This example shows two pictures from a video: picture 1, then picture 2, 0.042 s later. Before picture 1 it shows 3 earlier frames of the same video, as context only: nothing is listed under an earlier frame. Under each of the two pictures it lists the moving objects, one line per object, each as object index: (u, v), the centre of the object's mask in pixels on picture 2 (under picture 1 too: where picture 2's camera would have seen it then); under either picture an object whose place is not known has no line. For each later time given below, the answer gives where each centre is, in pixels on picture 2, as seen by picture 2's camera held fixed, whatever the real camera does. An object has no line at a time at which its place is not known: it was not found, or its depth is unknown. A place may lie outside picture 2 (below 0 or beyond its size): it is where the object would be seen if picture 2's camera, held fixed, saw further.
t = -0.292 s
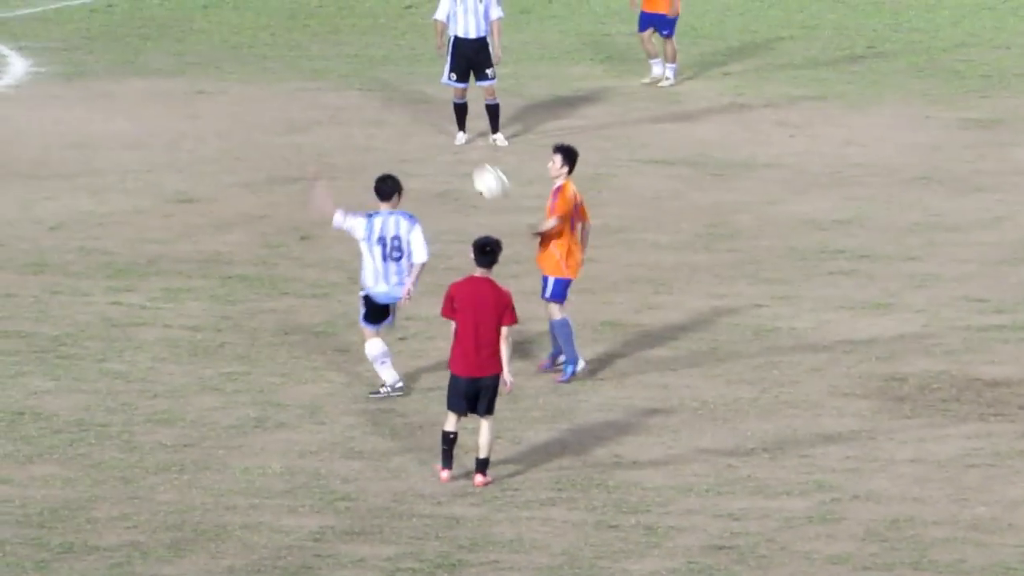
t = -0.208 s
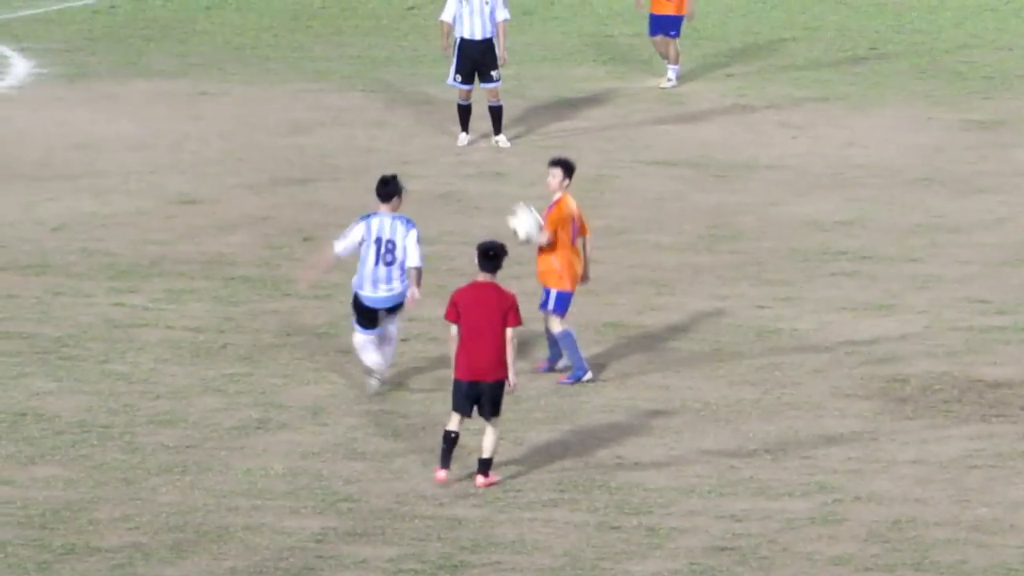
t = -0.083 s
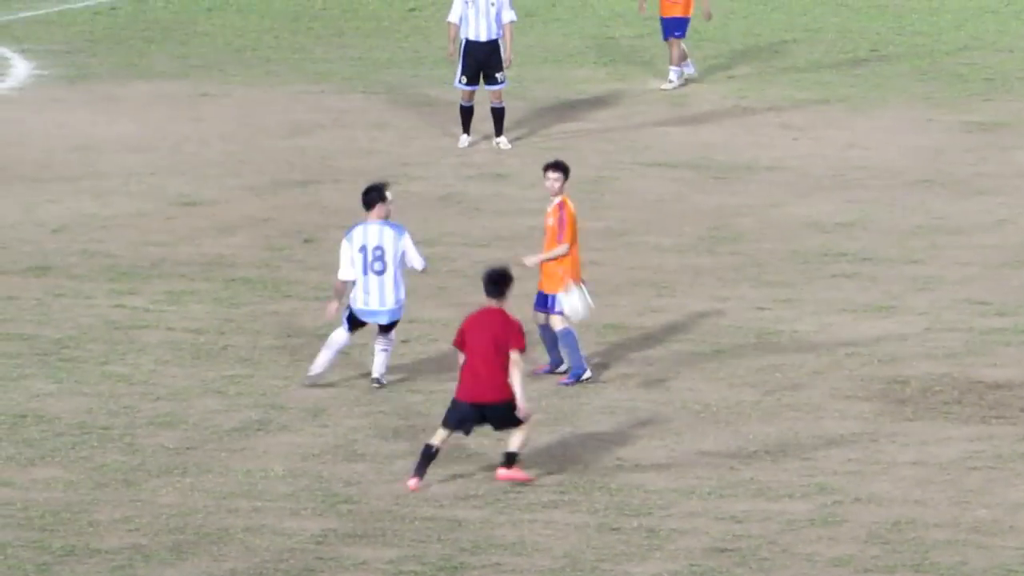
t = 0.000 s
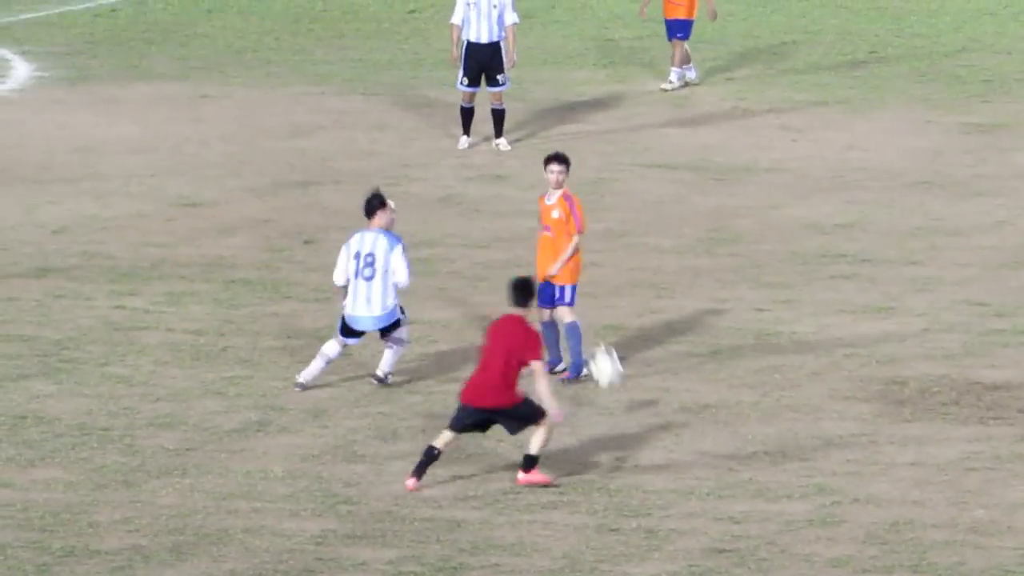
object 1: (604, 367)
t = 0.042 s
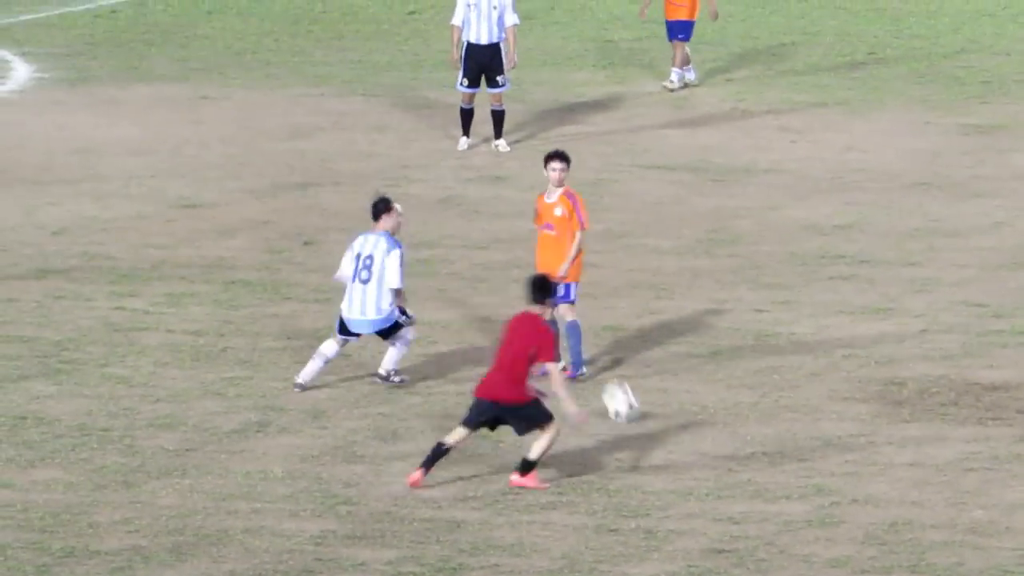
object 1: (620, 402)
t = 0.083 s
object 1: (640, 390)
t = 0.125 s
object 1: (660, 367)
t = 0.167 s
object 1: (680, 347)
